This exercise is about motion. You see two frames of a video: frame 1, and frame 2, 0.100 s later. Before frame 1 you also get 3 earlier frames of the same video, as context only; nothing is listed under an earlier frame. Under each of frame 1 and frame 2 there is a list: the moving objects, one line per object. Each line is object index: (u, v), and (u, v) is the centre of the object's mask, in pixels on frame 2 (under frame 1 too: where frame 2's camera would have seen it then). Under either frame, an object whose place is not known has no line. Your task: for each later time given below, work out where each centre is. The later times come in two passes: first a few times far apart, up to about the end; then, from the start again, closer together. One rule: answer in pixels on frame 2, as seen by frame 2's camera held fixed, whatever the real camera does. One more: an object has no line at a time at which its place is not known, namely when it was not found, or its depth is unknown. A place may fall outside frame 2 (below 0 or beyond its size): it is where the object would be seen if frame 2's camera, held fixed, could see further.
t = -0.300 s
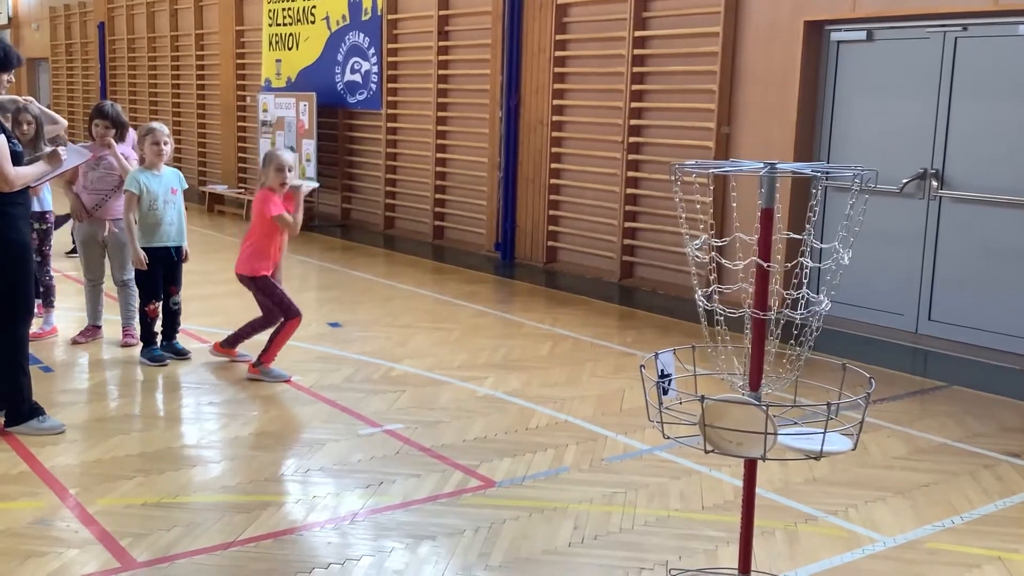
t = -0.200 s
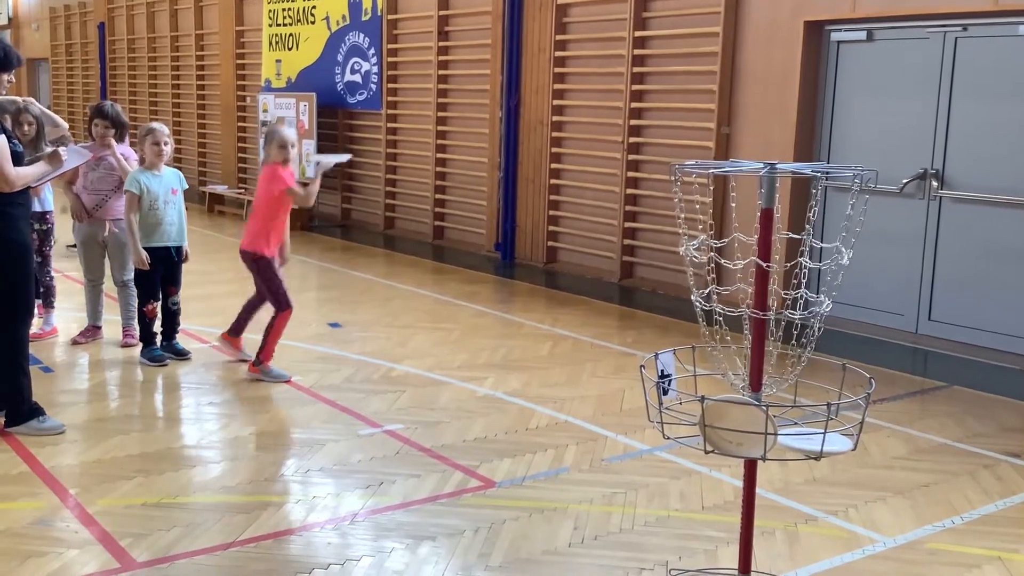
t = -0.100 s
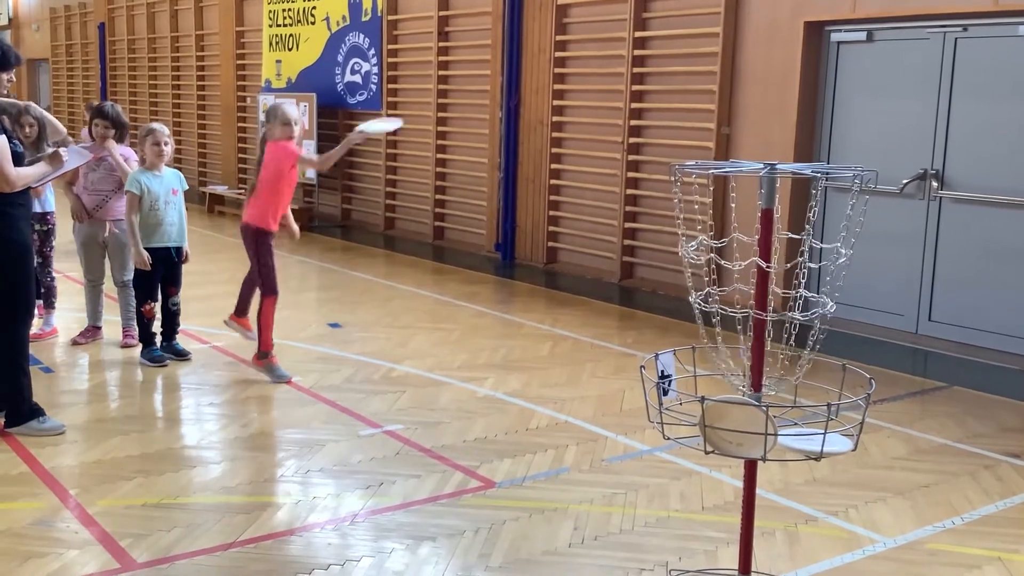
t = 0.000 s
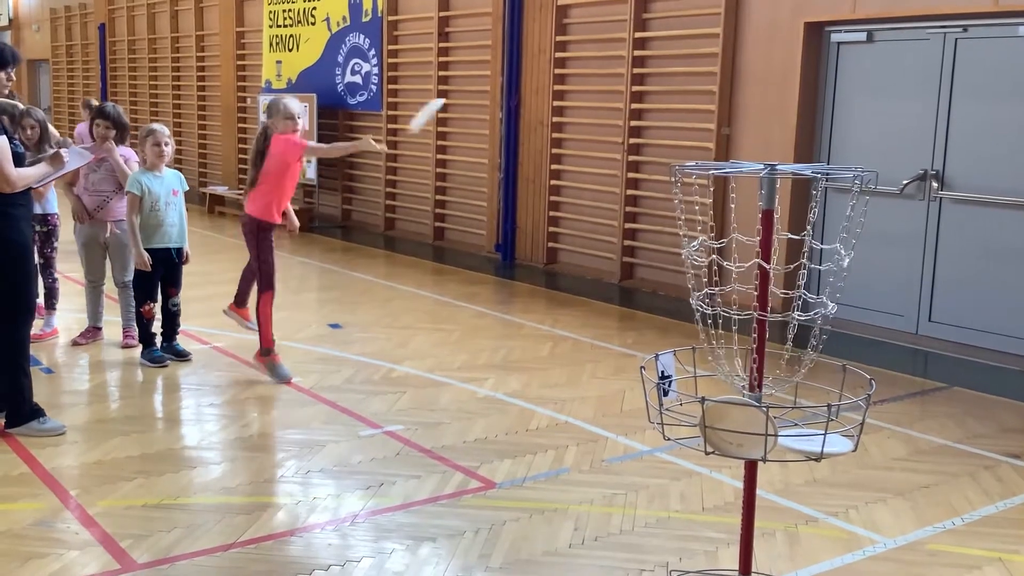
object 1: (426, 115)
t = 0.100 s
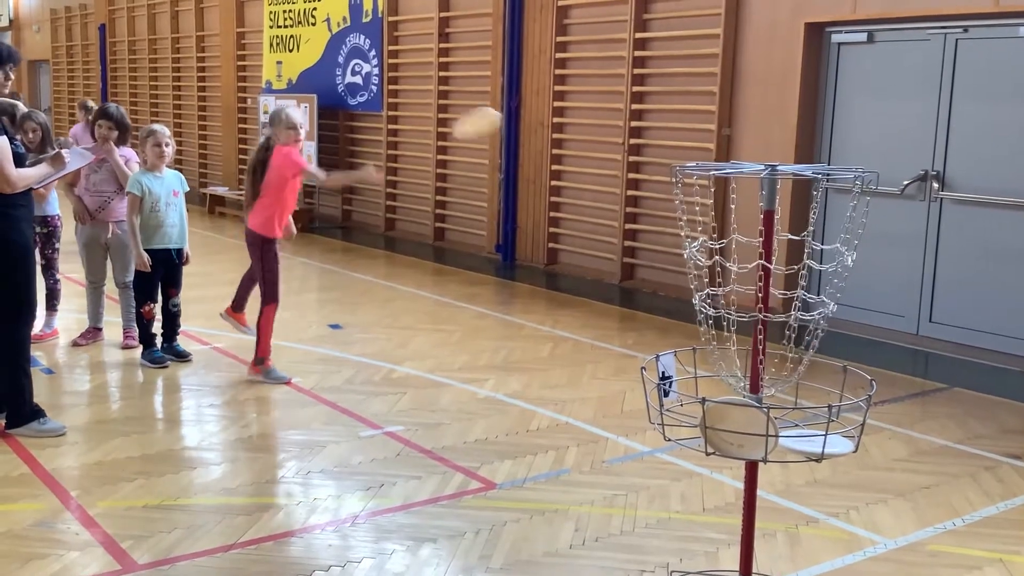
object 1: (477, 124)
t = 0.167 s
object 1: (511, 139)
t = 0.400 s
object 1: (661, 292)
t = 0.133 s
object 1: (494, 131)
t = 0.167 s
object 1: (511, 139)
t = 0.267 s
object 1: (572, 184)
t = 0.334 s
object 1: (617, 229)
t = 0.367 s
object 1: (640, 259)
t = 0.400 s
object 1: (661, 292)
